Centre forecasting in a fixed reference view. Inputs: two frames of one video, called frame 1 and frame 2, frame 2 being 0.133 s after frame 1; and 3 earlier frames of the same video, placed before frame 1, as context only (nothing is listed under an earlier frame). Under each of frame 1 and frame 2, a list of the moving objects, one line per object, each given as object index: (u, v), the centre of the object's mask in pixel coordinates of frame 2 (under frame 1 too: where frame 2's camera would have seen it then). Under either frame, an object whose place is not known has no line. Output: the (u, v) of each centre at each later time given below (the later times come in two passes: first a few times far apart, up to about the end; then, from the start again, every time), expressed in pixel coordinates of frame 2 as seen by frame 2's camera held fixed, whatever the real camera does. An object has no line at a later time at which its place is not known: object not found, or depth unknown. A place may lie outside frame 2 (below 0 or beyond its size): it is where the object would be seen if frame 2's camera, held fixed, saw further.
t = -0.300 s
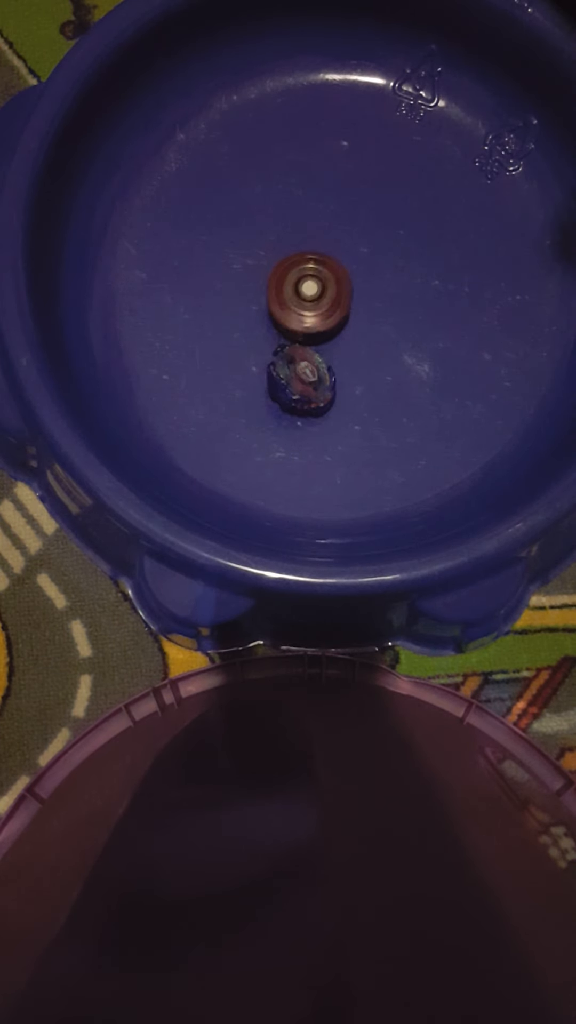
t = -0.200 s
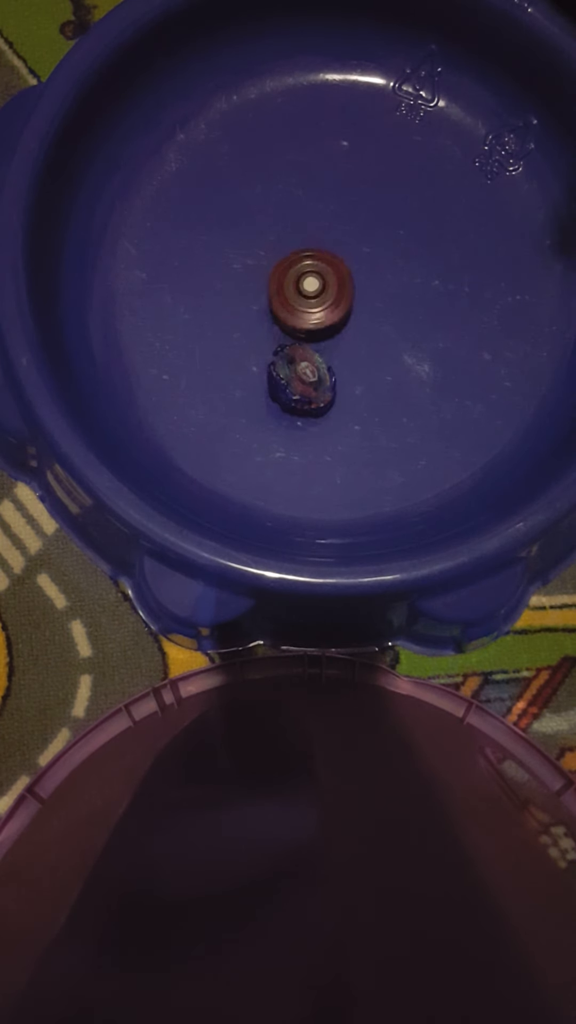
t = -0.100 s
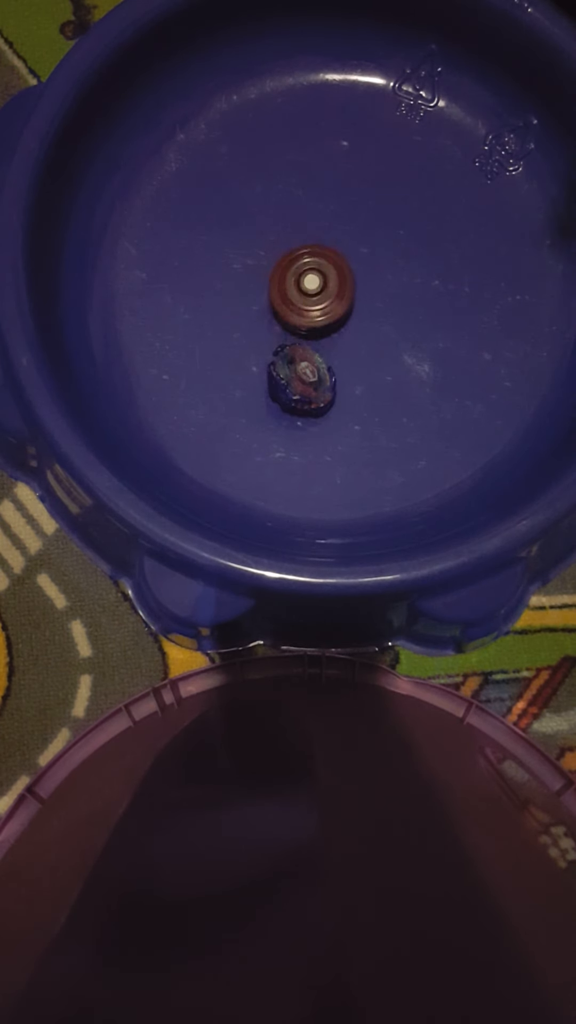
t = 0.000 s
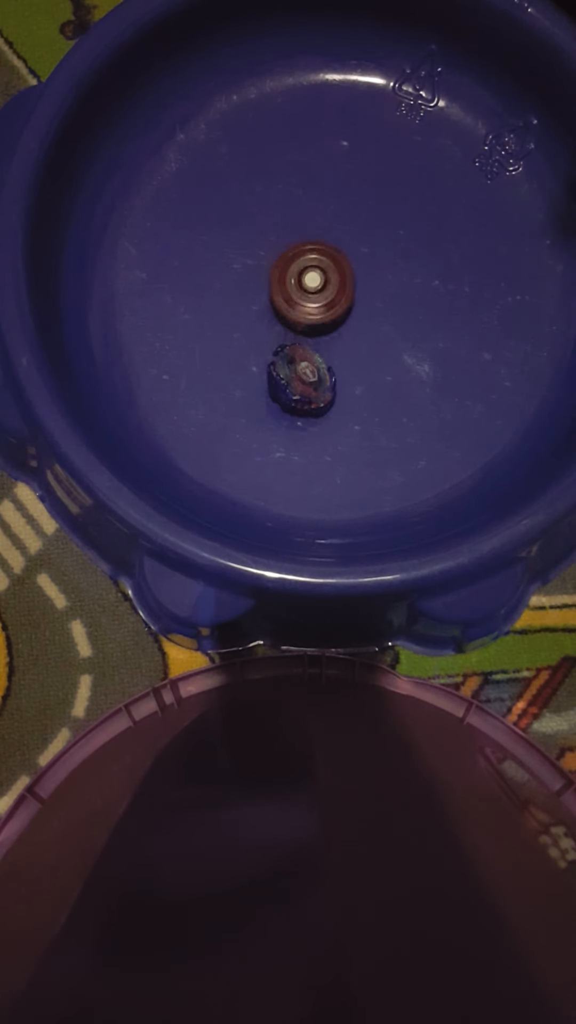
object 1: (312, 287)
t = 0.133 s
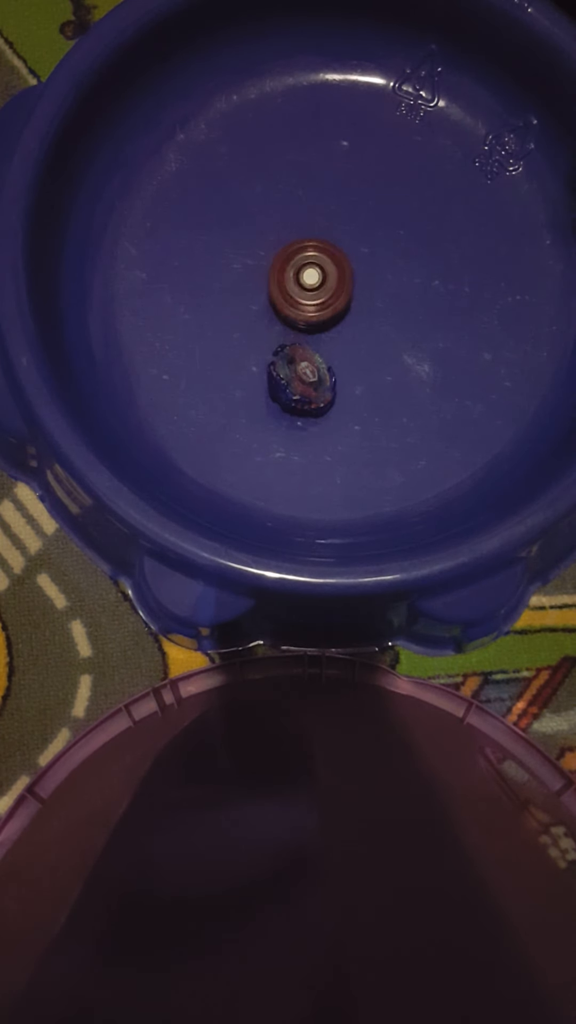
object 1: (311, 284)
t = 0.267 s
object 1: (309, 283)
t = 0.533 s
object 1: (309, 285)
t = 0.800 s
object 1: (315, 287)
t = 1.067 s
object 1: (317, 292)
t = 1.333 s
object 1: (317, 291)
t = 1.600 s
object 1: (320, 292)
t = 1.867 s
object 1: (323, 291)
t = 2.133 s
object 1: (324, 289)
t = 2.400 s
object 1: (324, 287)
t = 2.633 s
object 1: (324, 288)
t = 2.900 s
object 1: (327, 289)
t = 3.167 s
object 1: (330, 289)
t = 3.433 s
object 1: (332, 287)
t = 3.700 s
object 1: (332, 287)
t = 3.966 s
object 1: (334, 290)
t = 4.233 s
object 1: (336, 291)
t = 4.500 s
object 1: (339, 291)
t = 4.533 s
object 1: (339, 291)
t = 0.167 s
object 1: (310, 284)
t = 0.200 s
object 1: (310, 284)
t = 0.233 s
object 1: (310, 284)
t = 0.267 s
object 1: (309, 283)
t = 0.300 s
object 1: (309, 283)
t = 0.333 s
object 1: (308, 283)
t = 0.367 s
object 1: (308, 284)
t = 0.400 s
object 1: (308, 284)
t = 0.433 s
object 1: (308, 284)
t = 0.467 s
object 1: (308, 284)
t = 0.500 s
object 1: (308, 285)
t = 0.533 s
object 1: (309, 285)
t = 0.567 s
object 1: (309, 286)
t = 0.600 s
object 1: (310, 286)
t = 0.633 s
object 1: (311, 286)
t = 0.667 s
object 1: (311, 287)
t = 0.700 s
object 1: (313, 287)
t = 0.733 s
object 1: (313, 287)
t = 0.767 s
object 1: (314, 287)
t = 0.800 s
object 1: (315, 287)
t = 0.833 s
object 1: (315, 287)
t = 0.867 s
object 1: (314, 289)
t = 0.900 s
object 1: (315, 292)
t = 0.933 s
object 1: (317, 293)
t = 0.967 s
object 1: (317, 293)
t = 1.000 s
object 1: (317, 293)
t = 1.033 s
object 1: (317, 292)
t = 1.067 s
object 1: (317, 292)
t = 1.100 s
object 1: (317, 292)
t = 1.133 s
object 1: (317, 292)
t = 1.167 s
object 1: (317, 291)
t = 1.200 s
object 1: (317, 291)
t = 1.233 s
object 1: (317, 291)
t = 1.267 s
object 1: (317, 291)
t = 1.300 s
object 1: (317, 291)
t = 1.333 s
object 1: (317, 291)
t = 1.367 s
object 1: (317, 291)
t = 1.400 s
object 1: (318, 292)
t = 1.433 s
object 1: (318, 292)
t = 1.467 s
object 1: (318, 292)
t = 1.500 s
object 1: (318, 292)
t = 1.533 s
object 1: (319, 292)
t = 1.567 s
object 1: (320, 292)
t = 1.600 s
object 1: (320, 292)
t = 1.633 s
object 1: (320, 292)
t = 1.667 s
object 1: (320, 292)
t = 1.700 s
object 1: (321, 292)
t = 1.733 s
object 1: (321, 292)
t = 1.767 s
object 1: (321, 292)
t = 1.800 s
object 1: (322, 292)
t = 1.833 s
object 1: (322, 292)
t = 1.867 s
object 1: (323, 291)
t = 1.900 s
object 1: (323, 291)
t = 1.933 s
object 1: (323, 291)
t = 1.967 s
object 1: (324, 290)
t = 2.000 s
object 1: (323, 290)
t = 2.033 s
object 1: (324, 290)
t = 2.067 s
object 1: (324, 289)
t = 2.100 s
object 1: (324, 289)
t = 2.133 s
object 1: (324, 289)
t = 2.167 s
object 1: (324, 288)
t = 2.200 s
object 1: (324, 288)
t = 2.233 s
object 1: (324, 288)
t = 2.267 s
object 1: (324, 288)
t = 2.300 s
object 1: (324, 287)
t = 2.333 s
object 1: (324, 287)
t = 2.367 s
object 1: (324, 287)
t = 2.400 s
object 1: (324, 287)
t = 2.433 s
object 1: (324, 287)
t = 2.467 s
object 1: (324, 287)
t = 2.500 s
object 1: (324, 287)
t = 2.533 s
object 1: (324, 287)
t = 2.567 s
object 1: (324, 288)
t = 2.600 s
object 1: (324, 288)
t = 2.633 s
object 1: (324, 288)
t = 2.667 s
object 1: (325, 288)
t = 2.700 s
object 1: (325, 288)
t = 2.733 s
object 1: (325, 289)
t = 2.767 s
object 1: (326, 289)
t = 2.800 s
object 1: (326, 289)
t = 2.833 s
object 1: (326, 289)
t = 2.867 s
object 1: (327, 289)
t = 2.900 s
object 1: (327, 289)
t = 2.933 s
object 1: (327, 290)
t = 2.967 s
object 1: (328, 289)
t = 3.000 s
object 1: (328, 289)
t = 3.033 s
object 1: (329, 289)
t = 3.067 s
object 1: (329, 289)
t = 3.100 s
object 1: (330, 289)
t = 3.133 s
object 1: (330, 289)
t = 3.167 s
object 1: (330, 289)
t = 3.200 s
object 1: (330, 289)
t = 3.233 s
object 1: (331, 288)
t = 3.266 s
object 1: (331, 288)
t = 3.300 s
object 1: (332, 288)
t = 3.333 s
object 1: (332, 287)
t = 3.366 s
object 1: (332, 287)
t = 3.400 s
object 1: (332, 287)
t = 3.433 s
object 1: (332, 287)
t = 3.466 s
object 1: (332, 287)
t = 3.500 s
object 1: (332, 287)
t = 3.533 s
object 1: (332, 287)
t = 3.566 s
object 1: (332, 287)
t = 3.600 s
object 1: (332, 287)
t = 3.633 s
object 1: (333, 287)
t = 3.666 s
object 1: (332, 287)
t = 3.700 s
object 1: (332, 287)
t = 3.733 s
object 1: (332, 287)
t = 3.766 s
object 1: (332, 287)
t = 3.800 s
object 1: (332, 288)
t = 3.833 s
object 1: (333, 288)
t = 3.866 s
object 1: (333, 289)
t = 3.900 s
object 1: (333, 289)
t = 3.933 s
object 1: (333, 289)
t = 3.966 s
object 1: (334, 290)
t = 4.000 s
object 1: (334, 290)
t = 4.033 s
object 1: (334, 290)
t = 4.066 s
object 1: (334, 290)
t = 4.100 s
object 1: (335, 291)
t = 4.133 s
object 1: (335, 291)
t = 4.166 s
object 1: (336, 291)
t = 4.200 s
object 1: (336, 291)
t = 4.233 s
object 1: (336, 291)
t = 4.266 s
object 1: (337, 292)
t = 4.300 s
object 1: (338, 292)
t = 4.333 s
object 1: (338, 292)
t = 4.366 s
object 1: (338, 292)
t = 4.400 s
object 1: (338, 292)
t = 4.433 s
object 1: (339, 291)
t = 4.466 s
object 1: (339, 291)
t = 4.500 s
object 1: (339, 291)
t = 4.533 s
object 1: (339, 291)
